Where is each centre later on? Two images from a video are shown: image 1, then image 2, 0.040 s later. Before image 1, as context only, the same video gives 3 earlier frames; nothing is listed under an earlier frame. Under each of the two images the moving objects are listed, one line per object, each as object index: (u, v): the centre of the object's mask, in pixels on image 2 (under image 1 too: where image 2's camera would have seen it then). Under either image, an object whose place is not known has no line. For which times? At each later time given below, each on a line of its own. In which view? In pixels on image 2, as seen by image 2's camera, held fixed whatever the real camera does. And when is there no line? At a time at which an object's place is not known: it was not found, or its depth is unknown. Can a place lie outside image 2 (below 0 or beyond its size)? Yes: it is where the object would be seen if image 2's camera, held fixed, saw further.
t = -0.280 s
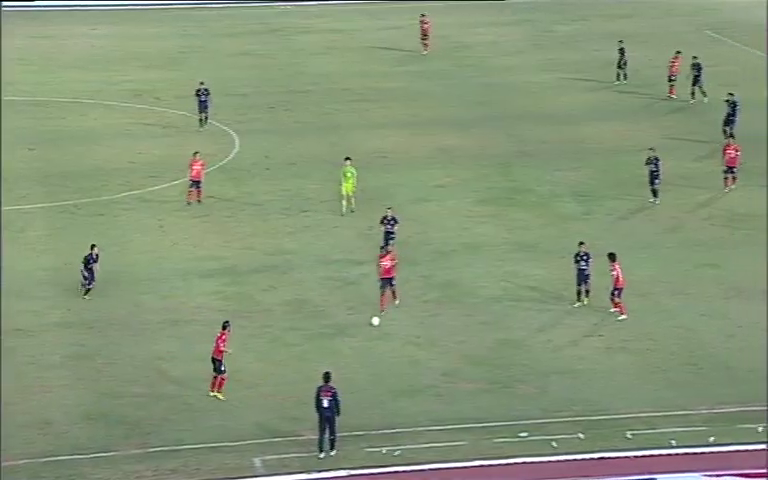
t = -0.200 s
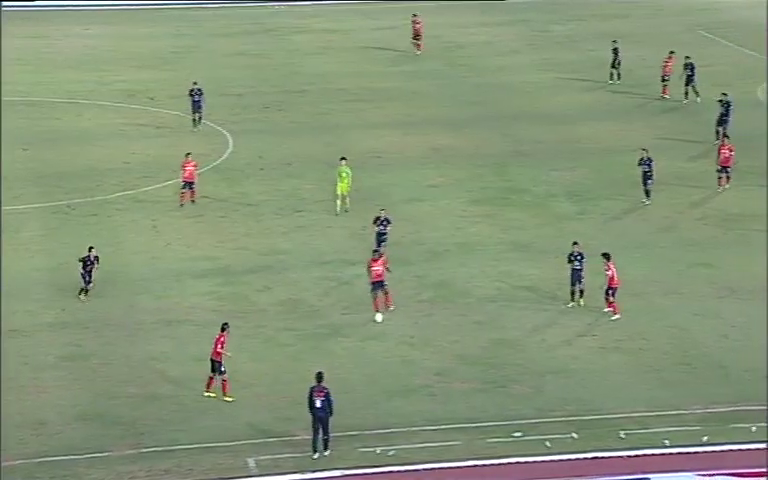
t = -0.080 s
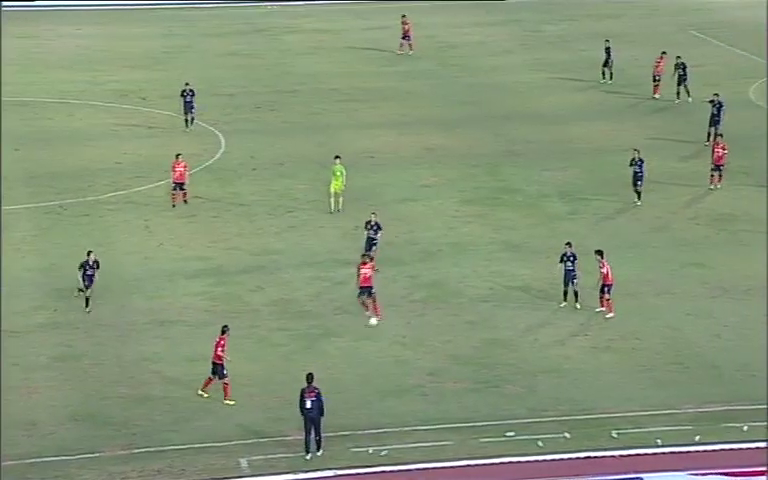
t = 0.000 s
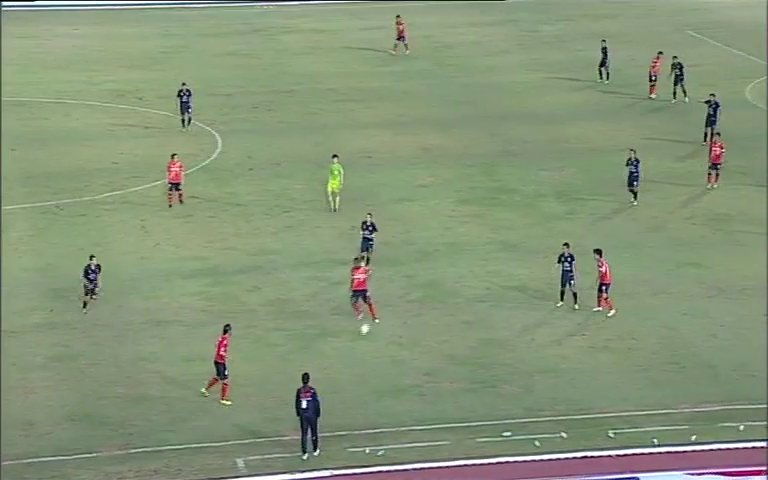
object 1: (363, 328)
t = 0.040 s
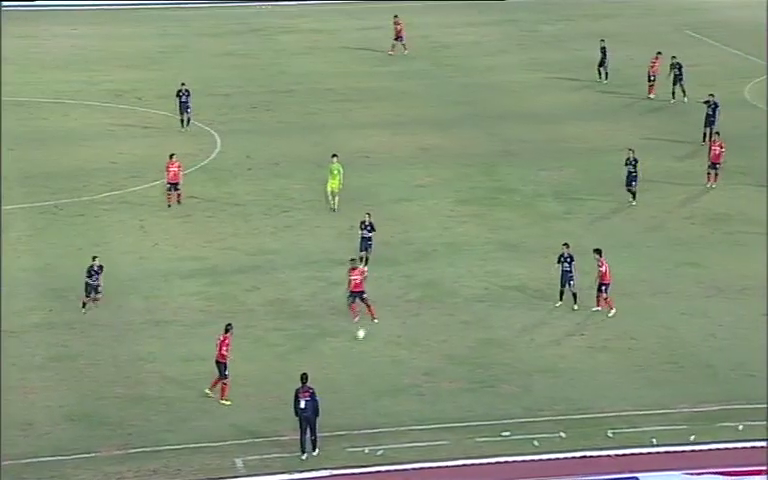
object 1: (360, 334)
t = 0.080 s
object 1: (358, 337)
